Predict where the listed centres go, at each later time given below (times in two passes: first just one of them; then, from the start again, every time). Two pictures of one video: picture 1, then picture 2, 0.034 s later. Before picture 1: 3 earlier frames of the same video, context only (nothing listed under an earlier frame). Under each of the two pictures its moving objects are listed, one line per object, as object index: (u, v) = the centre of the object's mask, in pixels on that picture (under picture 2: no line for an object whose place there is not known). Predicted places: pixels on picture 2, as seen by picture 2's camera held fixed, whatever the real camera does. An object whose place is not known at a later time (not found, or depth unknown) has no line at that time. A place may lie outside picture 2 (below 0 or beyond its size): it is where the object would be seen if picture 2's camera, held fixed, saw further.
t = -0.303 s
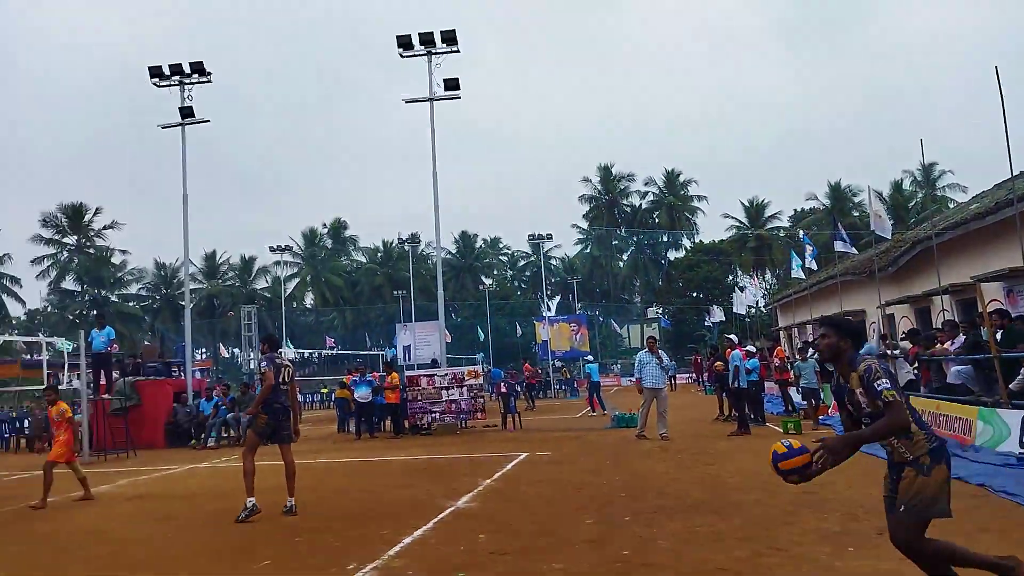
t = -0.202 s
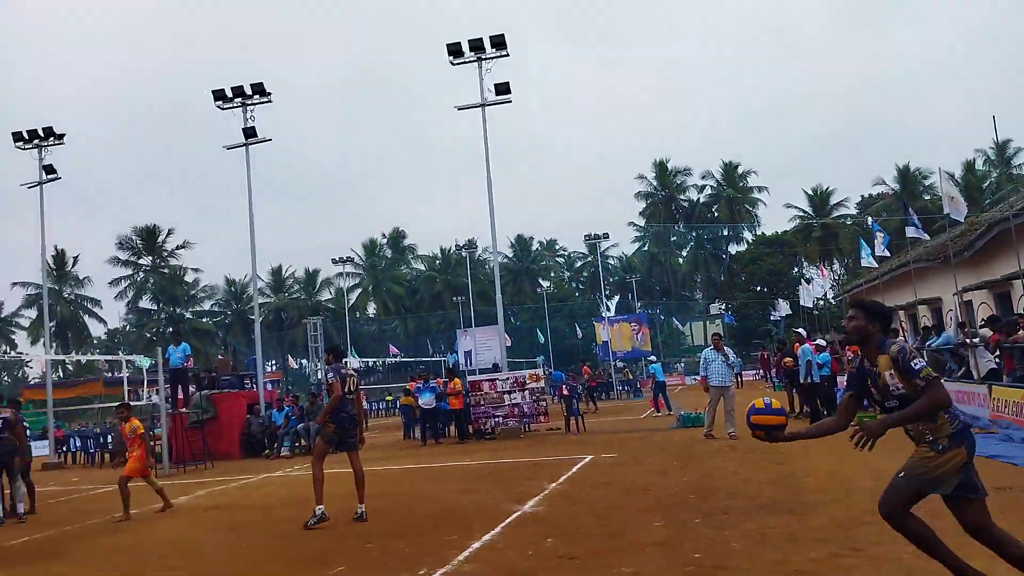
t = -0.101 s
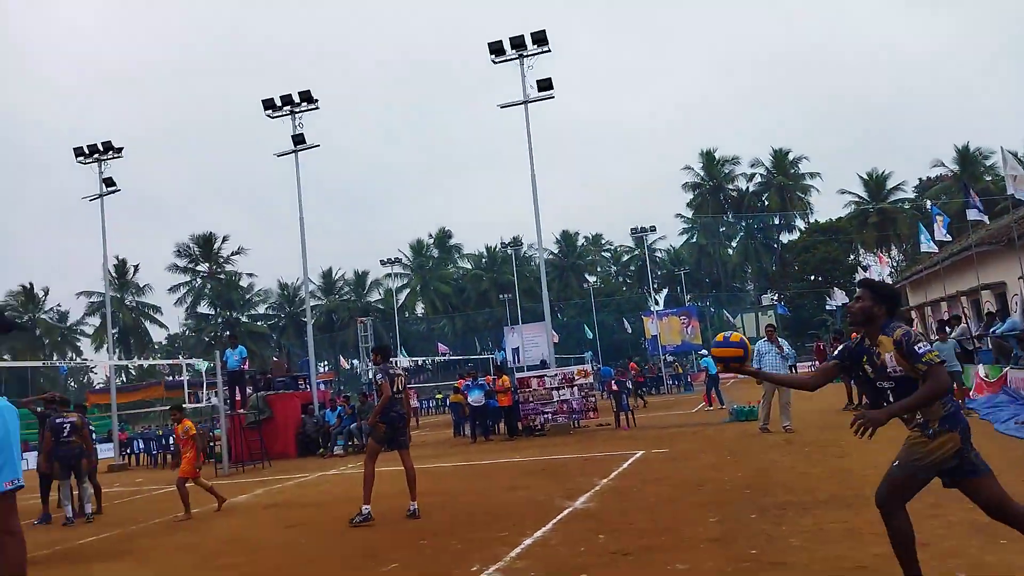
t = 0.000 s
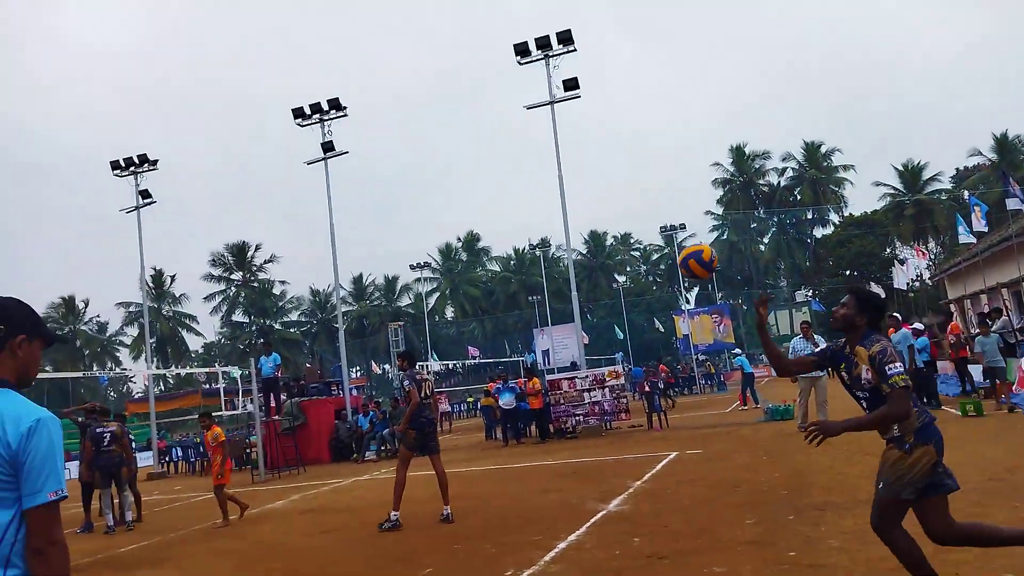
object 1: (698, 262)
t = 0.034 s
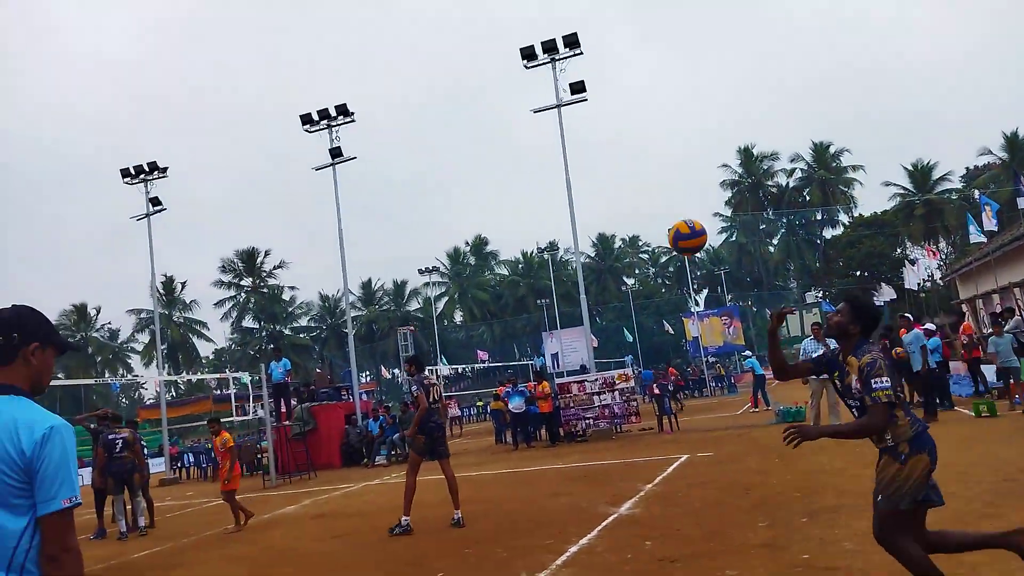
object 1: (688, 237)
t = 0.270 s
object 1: (573, 114)
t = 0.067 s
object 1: (670, 214)
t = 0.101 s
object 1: (652, 192)
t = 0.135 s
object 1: (636, 173)
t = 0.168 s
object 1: (621, 154)
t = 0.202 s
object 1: (605, 138)
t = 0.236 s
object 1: (589, 124)
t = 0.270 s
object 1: (573, 114)
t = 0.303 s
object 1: (559, 104)
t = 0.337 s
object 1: (545, 96)
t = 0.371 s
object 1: (532, 90)
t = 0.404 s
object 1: (518, 84)
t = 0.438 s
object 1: (504, 80)
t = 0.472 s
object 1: (491, 79)
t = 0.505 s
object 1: (479, 79)
